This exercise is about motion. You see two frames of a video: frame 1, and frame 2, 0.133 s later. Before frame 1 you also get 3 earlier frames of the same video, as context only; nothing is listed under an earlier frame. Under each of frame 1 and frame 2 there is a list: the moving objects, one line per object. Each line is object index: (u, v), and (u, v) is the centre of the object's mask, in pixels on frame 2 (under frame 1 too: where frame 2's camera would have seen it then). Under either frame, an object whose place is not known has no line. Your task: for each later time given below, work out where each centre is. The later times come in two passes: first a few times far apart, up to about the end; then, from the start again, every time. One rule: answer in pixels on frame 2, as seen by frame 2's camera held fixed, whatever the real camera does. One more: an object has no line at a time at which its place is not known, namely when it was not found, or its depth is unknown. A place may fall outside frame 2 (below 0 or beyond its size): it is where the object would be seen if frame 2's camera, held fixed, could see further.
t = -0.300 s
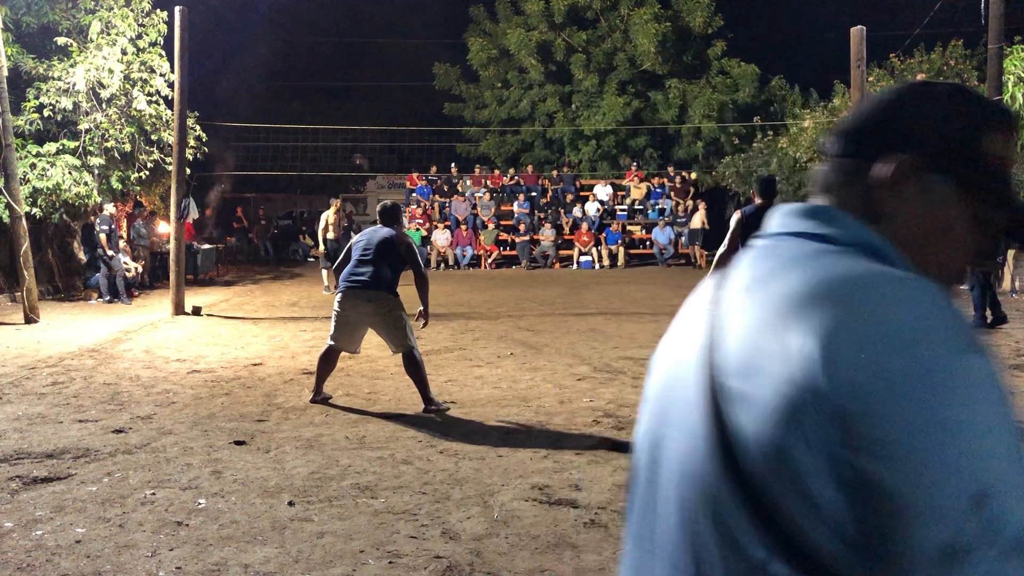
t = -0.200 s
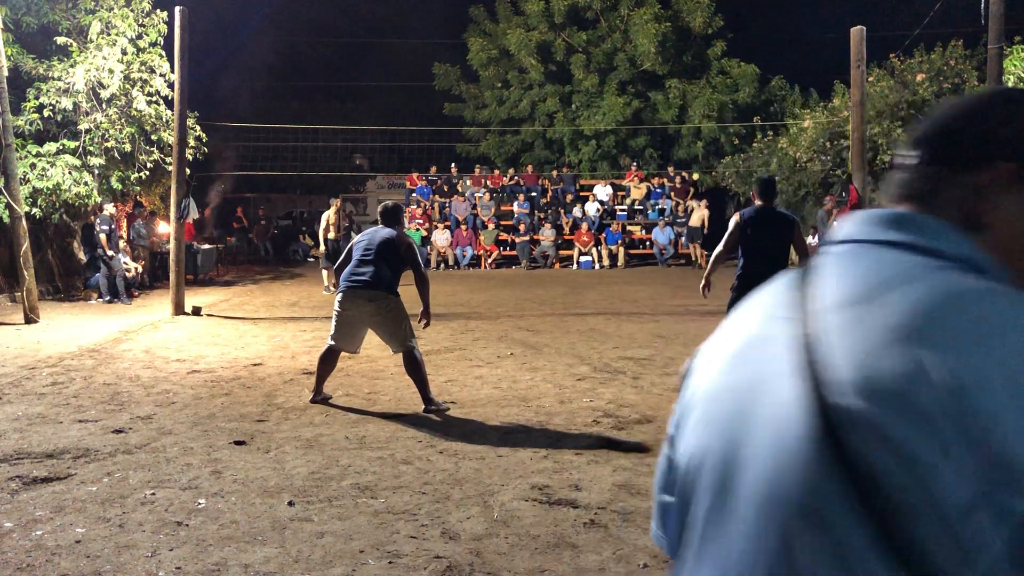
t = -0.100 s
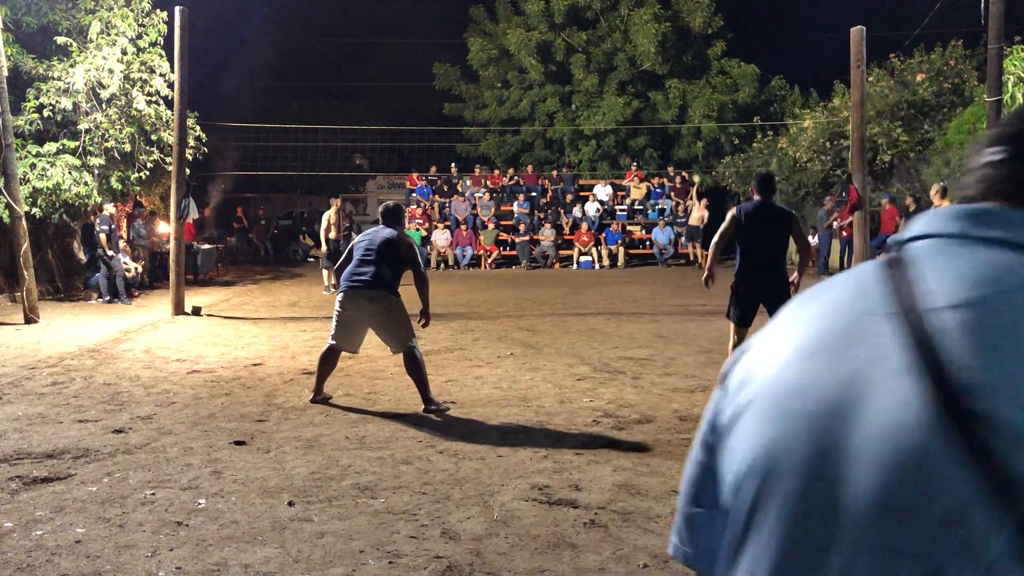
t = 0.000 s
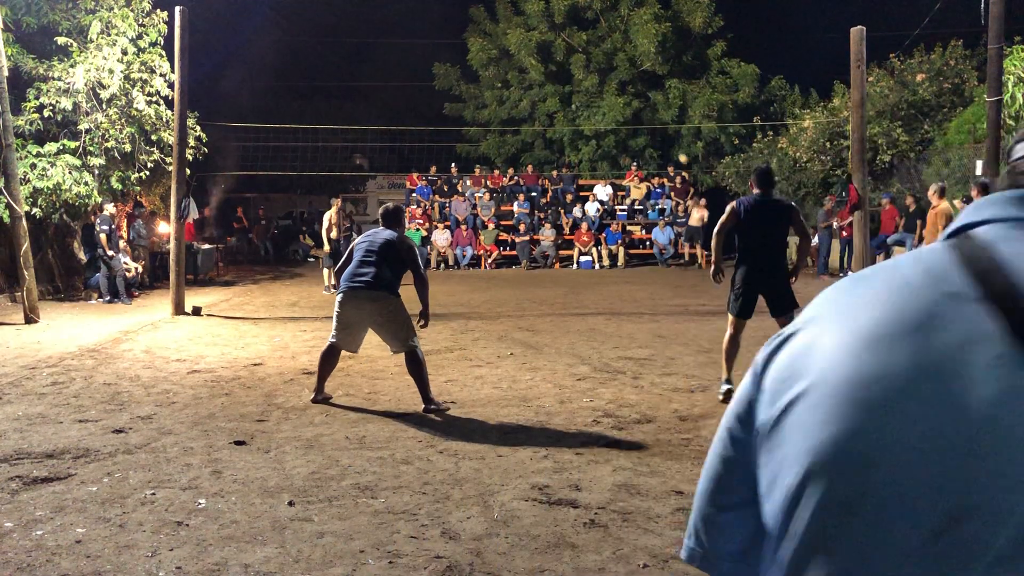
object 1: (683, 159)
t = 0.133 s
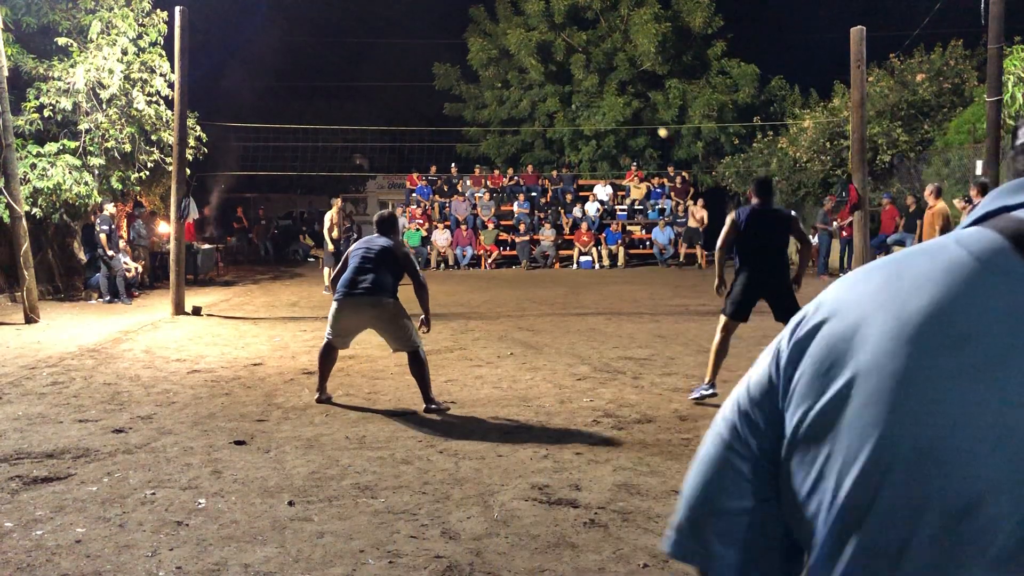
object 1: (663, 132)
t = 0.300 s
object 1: (634, 101)
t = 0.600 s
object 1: (564, 59)
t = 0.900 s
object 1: (458, 83)
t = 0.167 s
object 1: (658, 126)
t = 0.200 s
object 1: (651, 120)
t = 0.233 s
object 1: (646, 113)
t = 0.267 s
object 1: (640, 108)
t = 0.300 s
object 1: (634, 101)
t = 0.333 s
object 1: (628, 95)
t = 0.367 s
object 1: (621, 89)
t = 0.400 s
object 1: (614, 83)
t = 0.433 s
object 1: (607, 78)
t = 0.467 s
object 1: (599, 73)
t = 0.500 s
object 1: (591, 68)
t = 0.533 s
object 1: (582, 63)
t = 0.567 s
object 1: (574, 61)
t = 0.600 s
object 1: (564, 59)
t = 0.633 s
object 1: (555, 57)
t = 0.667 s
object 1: (544, 56)
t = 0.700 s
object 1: (533, 55)
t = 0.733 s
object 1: (522, 56)
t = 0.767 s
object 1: (510, 60)
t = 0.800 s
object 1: (499, 62)
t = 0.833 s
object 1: (484, 68)
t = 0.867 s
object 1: (472, 74)
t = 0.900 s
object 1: (458, 83)
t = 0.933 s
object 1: (441, 94)
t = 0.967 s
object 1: (427, 106)
